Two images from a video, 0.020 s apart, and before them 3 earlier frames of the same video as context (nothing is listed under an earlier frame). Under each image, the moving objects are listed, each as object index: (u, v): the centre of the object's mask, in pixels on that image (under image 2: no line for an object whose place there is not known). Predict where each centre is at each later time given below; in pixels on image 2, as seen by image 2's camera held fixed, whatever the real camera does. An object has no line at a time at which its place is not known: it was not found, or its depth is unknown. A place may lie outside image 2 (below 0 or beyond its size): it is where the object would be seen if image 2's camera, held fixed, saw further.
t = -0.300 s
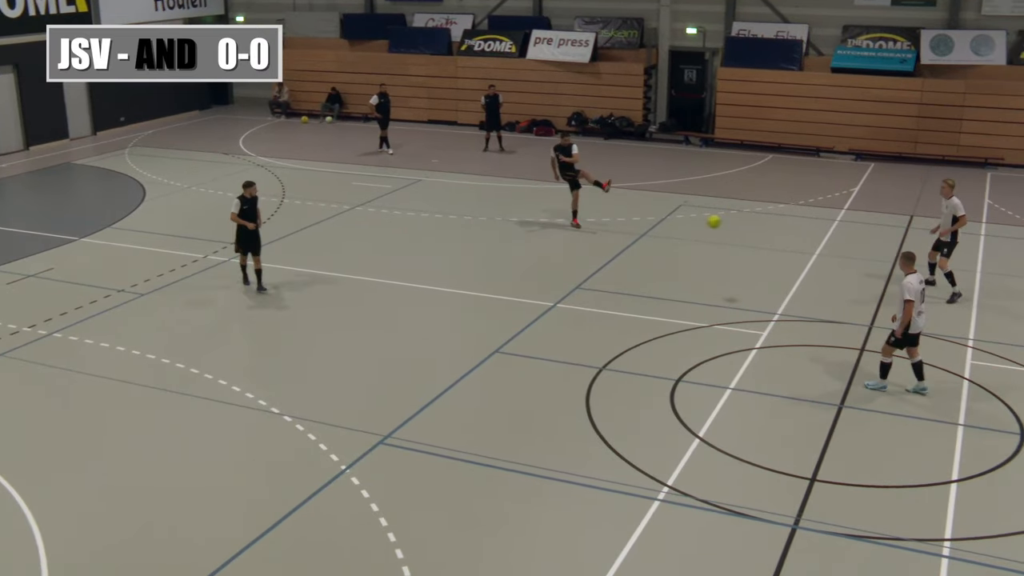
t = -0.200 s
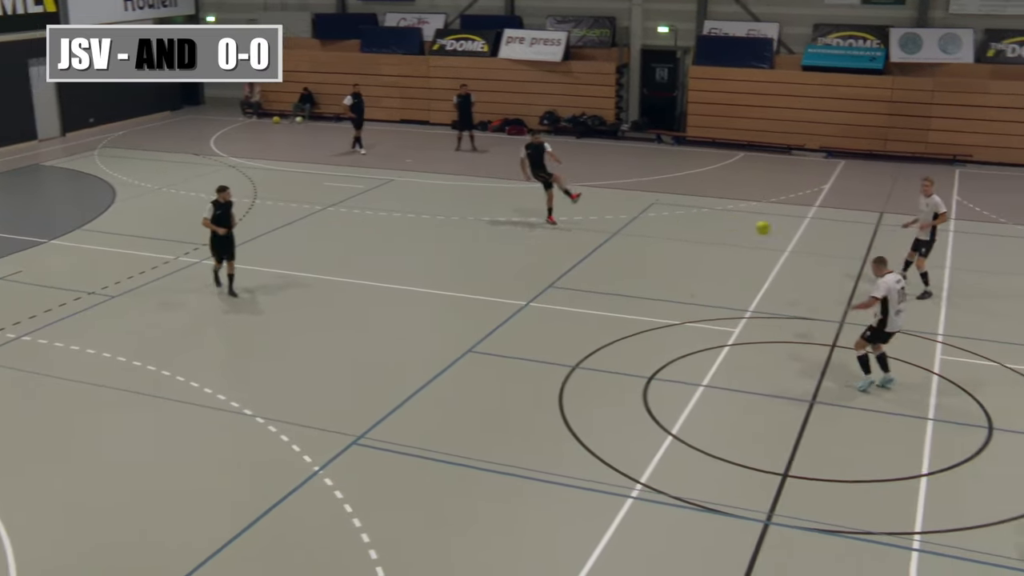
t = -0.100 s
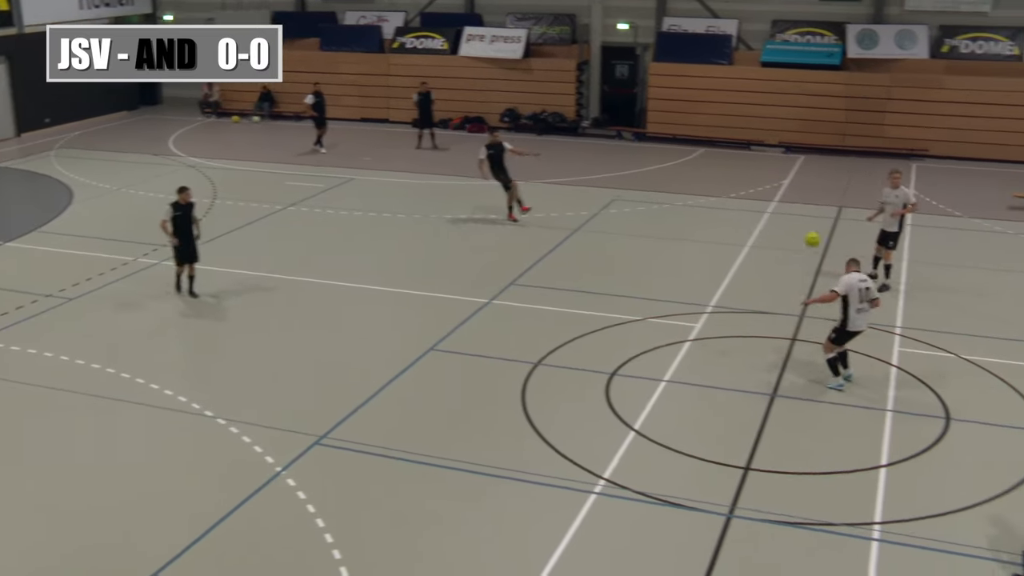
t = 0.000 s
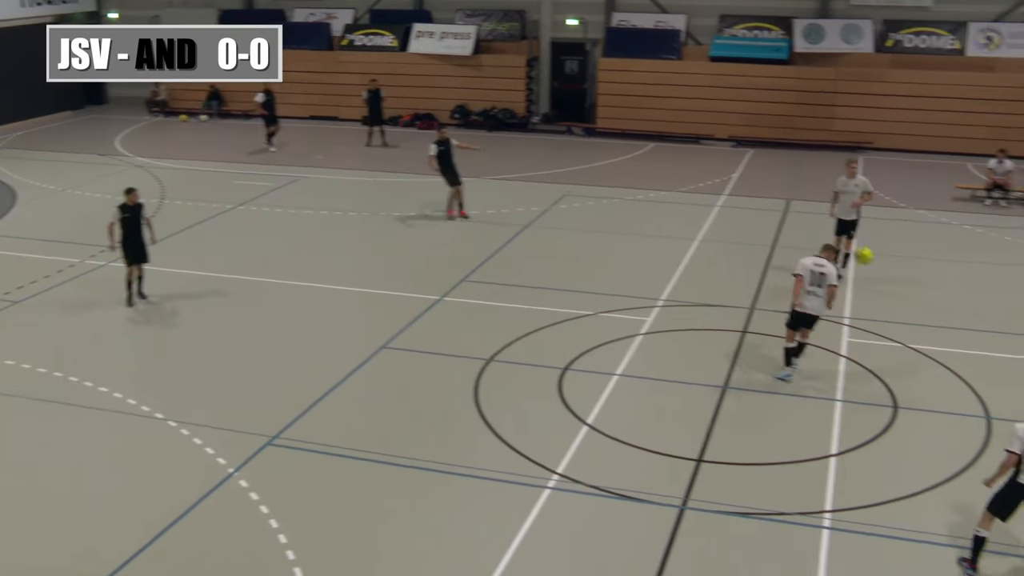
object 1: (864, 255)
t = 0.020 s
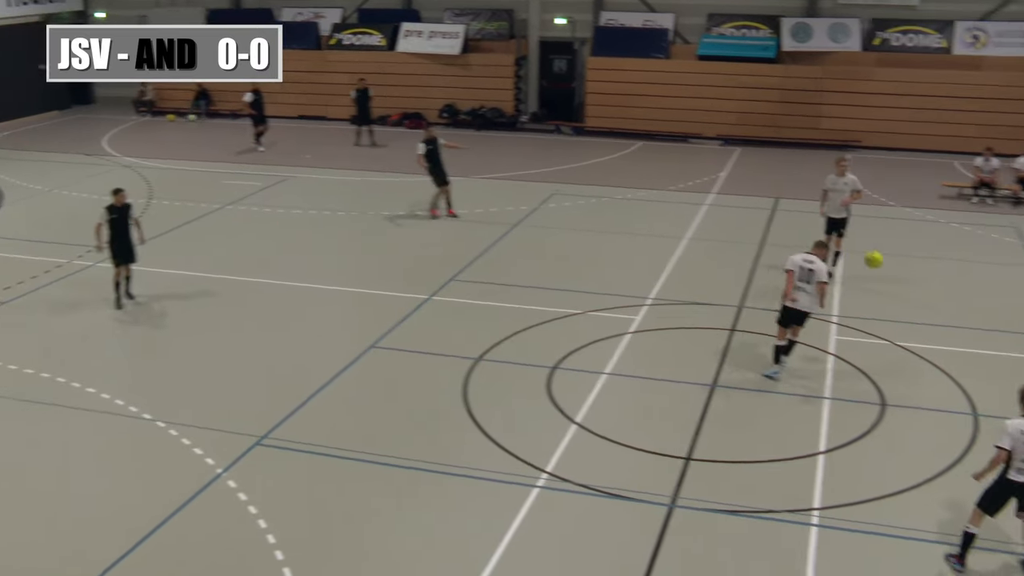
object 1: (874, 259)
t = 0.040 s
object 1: (896, 266)
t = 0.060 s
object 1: (919, 272)
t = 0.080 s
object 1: (942, 280)
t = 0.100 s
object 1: (968, 288)
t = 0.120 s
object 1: (994, 297)
